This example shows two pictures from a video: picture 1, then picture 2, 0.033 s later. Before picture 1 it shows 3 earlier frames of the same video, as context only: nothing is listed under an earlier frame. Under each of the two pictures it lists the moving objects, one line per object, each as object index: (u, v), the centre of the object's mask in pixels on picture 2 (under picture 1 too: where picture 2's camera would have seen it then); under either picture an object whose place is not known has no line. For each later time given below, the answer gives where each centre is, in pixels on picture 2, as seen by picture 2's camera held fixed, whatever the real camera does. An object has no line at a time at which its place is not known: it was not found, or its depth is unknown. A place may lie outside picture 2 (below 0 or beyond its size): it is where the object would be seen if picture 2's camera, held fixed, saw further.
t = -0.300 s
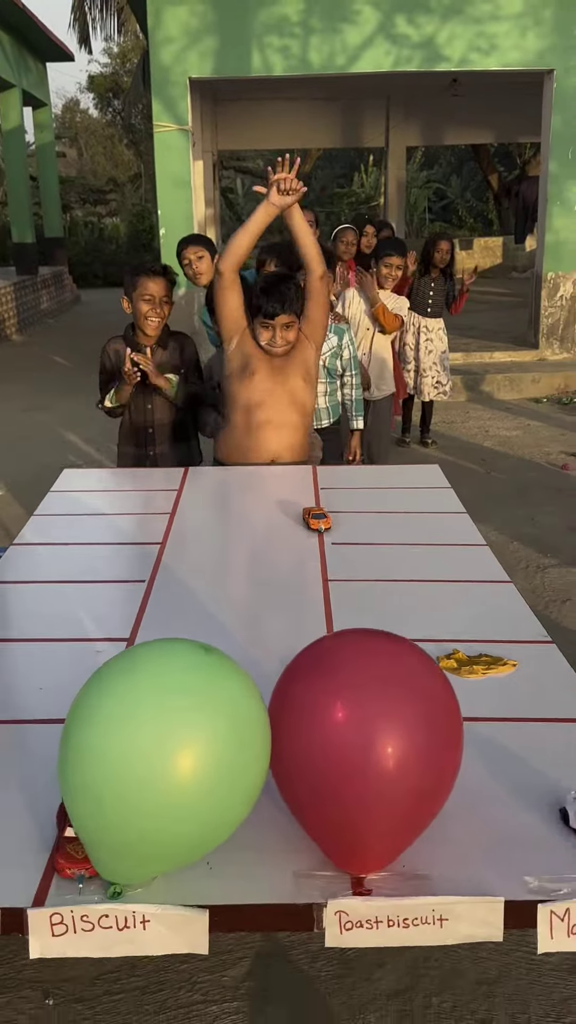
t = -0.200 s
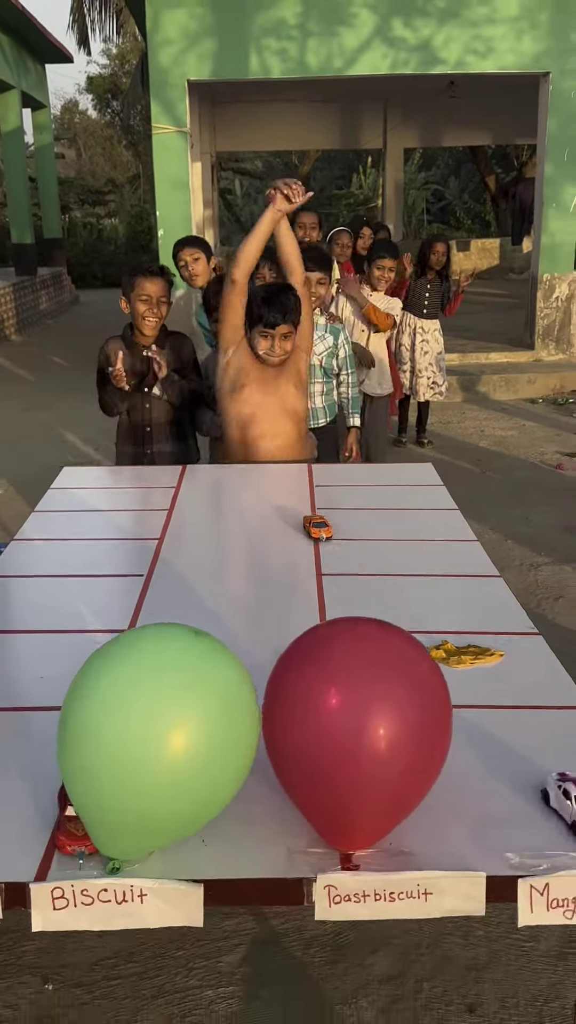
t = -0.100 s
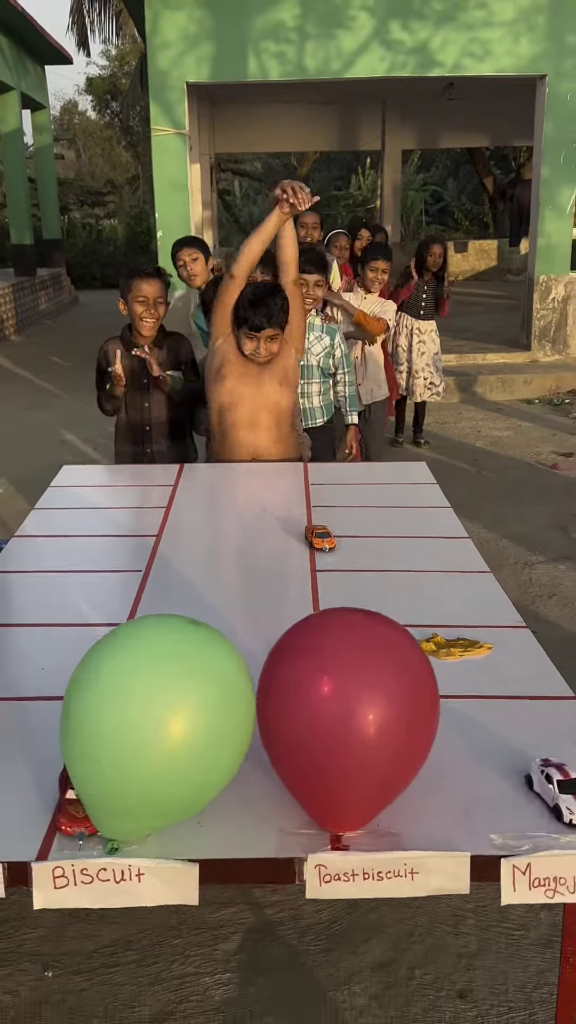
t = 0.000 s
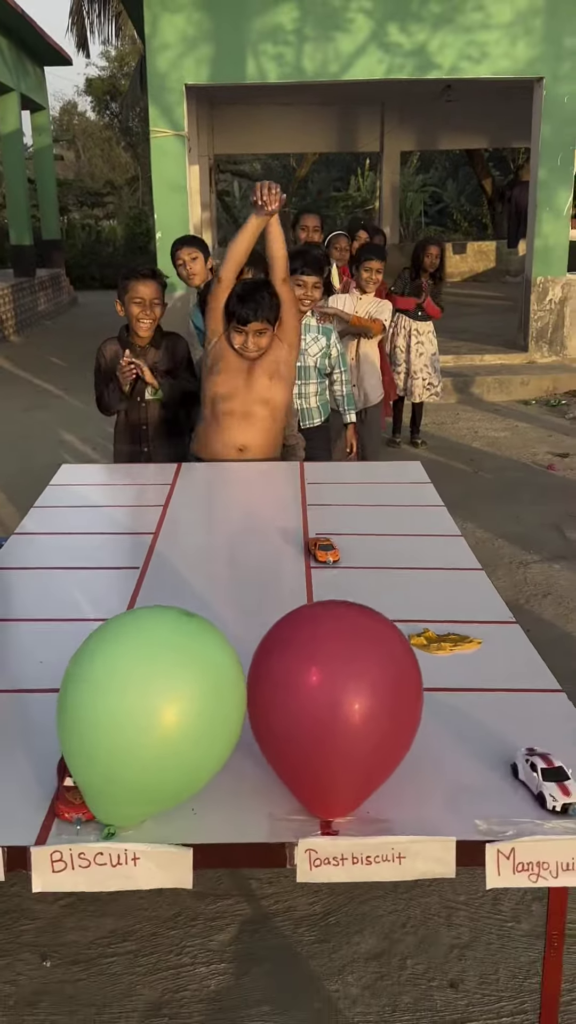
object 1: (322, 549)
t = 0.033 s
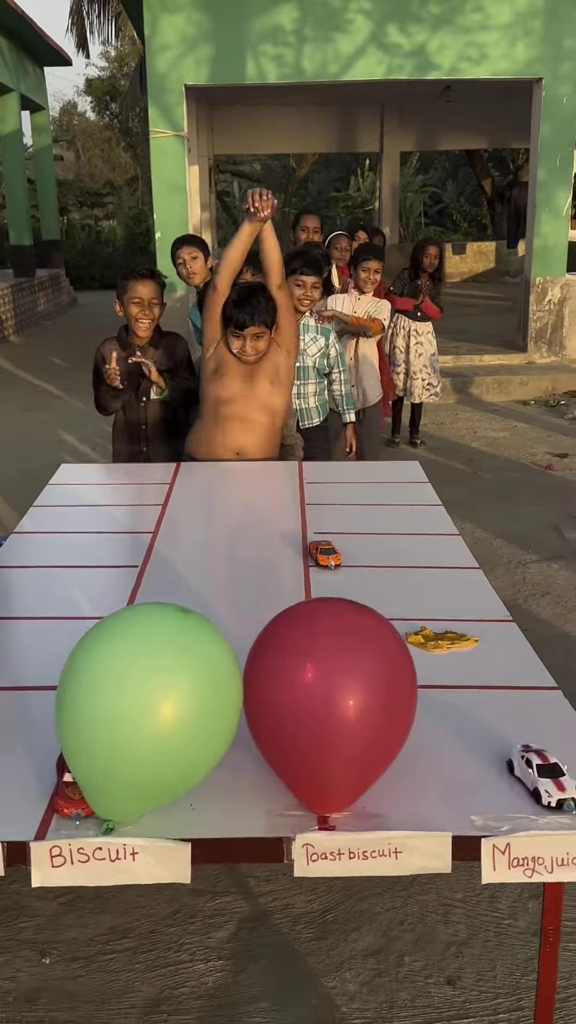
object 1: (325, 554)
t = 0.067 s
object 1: (328, 560)
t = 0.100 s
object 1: (332, 565)
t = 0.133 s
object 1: (337, 571)
